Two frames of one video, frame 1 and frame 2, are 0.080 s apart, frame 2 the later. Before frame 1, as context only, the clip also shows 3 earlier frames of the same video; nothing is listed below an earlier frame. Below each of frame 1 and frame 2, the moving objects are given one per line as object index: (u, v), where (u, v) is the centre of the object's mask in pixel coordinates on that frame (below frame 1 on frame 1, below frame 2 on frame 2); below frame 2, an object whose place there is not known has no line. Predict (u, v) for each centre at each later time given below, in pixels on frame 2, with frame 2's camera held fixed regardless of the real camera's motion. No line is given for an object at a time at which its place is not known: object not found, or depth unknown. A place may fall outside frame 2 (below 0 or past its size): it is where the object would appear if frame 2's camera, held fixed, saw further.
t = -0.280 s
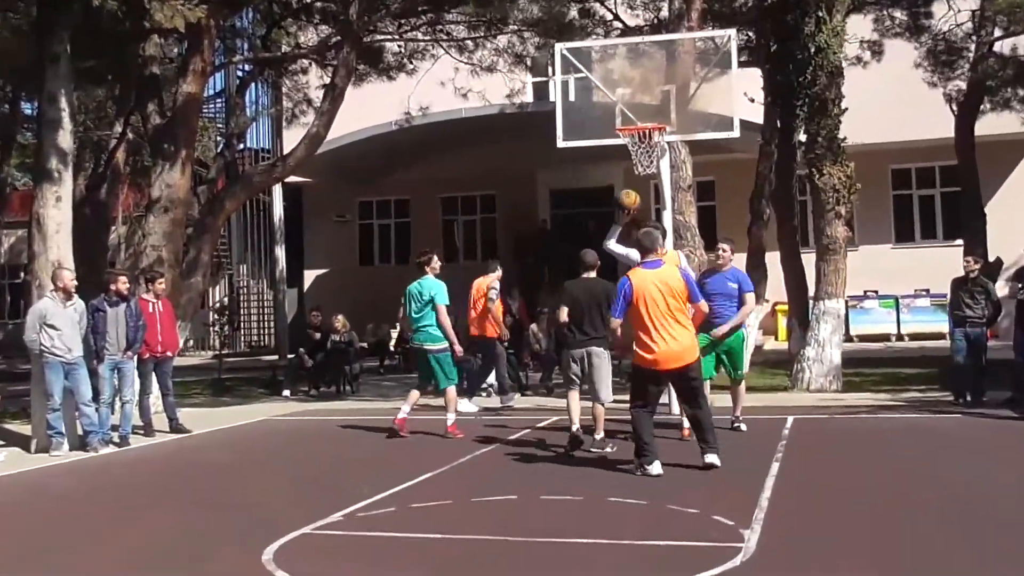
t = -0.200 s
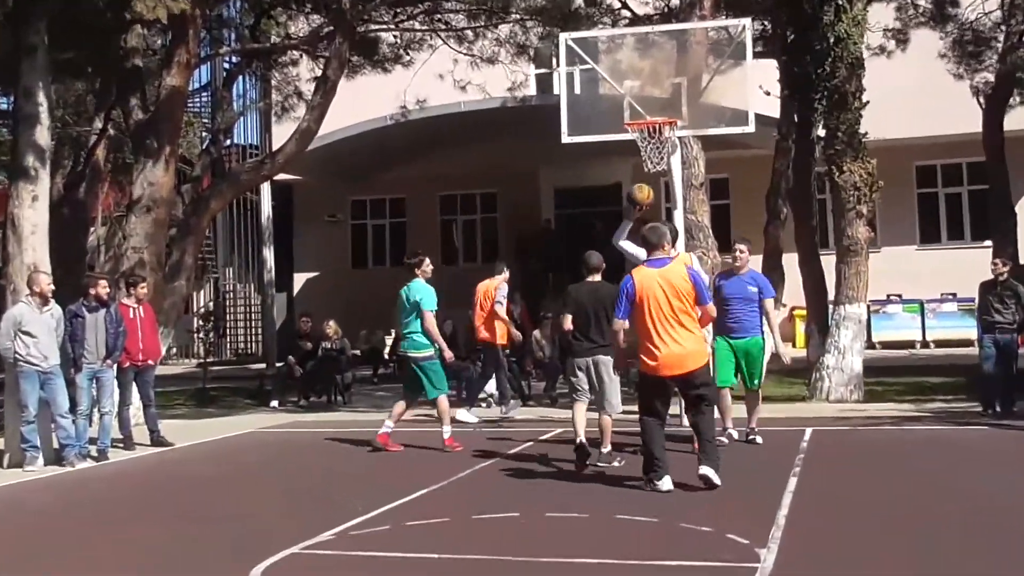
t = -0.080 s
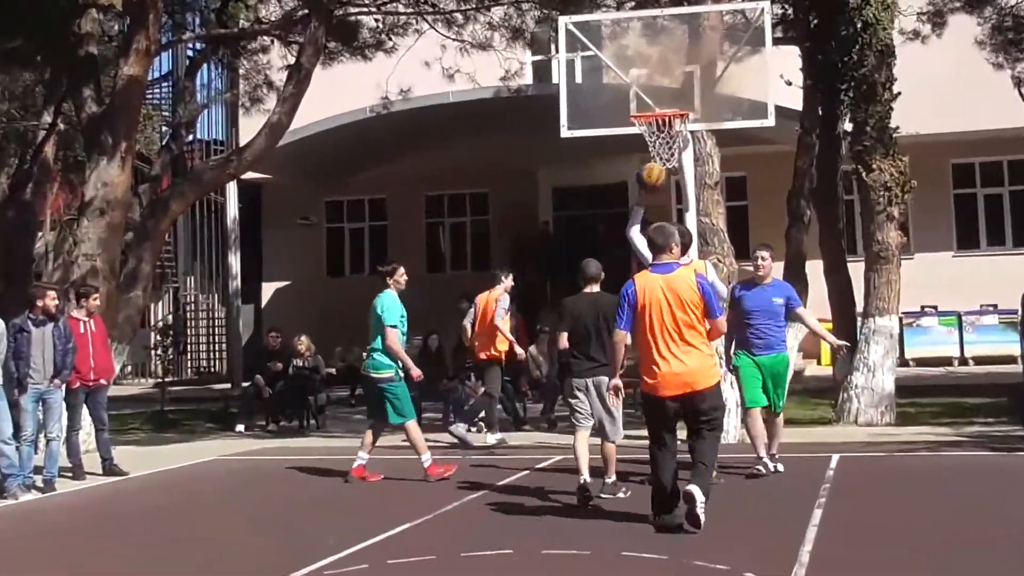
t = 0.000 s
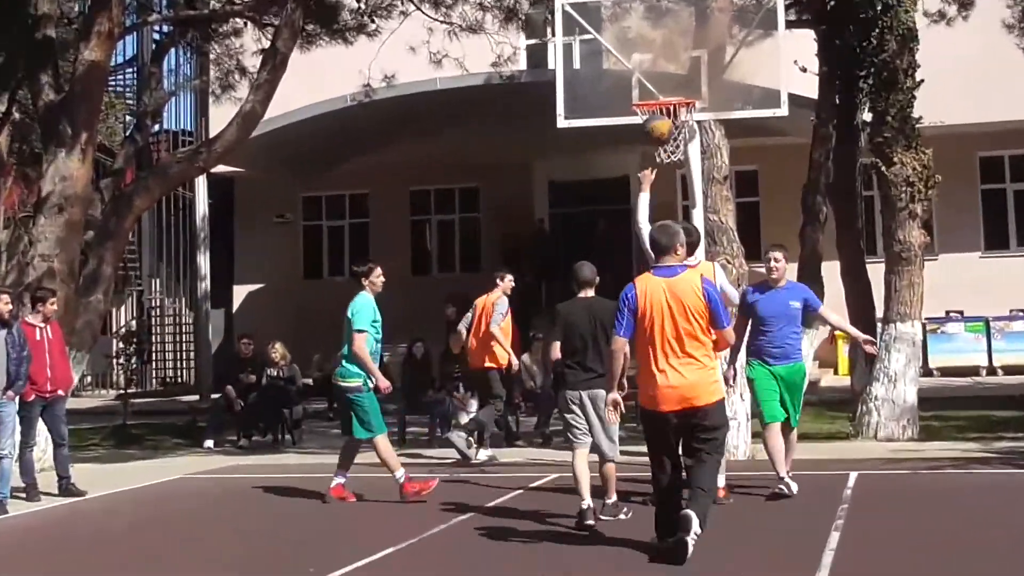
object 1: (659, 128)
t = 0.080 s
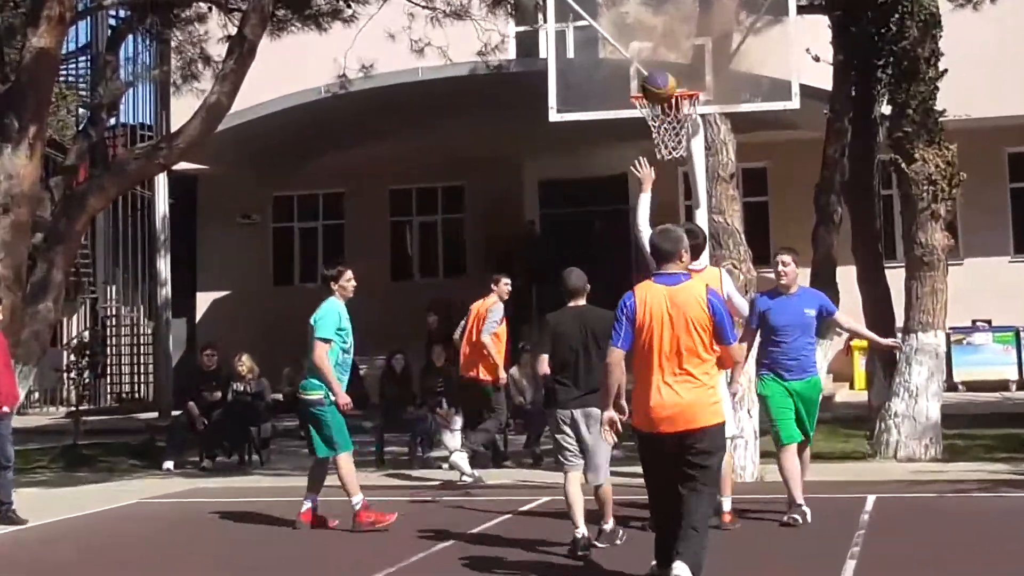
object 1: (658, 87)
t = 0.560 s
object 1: (676, 62)
